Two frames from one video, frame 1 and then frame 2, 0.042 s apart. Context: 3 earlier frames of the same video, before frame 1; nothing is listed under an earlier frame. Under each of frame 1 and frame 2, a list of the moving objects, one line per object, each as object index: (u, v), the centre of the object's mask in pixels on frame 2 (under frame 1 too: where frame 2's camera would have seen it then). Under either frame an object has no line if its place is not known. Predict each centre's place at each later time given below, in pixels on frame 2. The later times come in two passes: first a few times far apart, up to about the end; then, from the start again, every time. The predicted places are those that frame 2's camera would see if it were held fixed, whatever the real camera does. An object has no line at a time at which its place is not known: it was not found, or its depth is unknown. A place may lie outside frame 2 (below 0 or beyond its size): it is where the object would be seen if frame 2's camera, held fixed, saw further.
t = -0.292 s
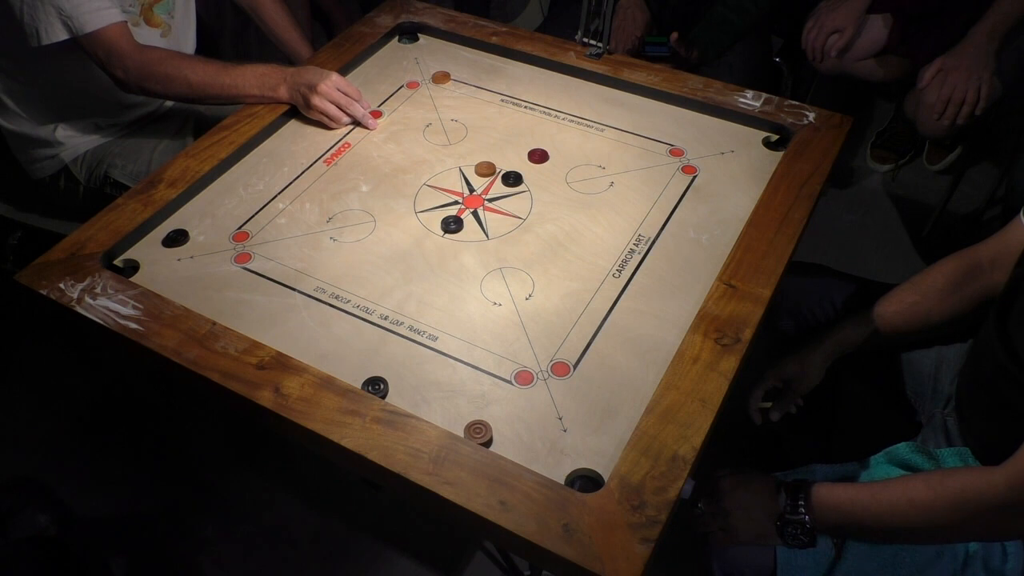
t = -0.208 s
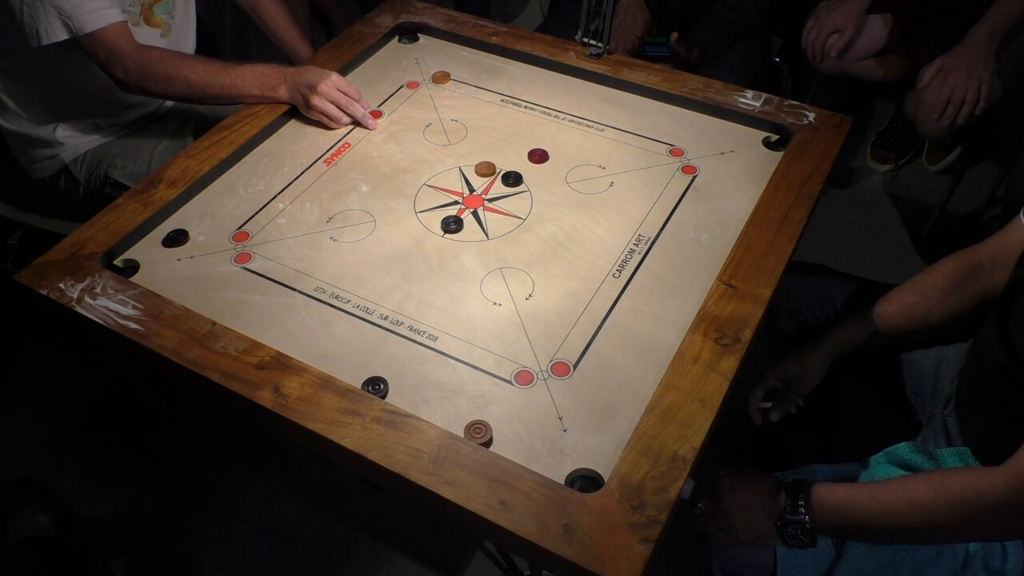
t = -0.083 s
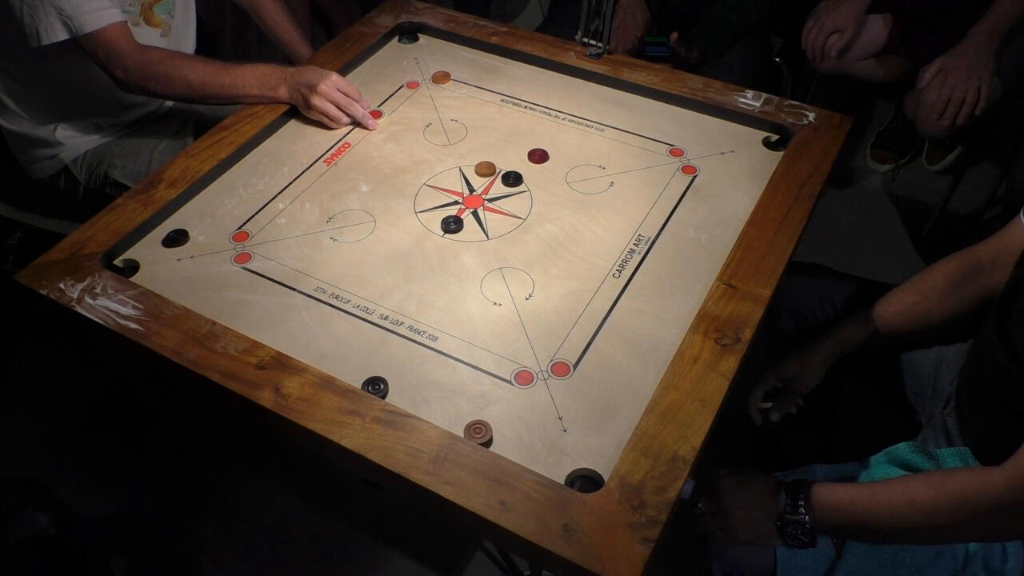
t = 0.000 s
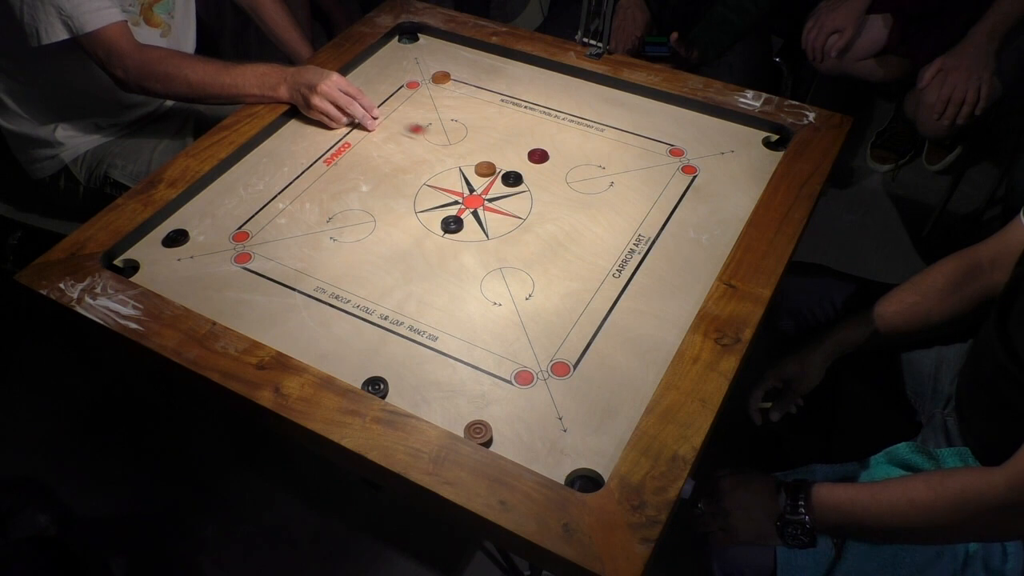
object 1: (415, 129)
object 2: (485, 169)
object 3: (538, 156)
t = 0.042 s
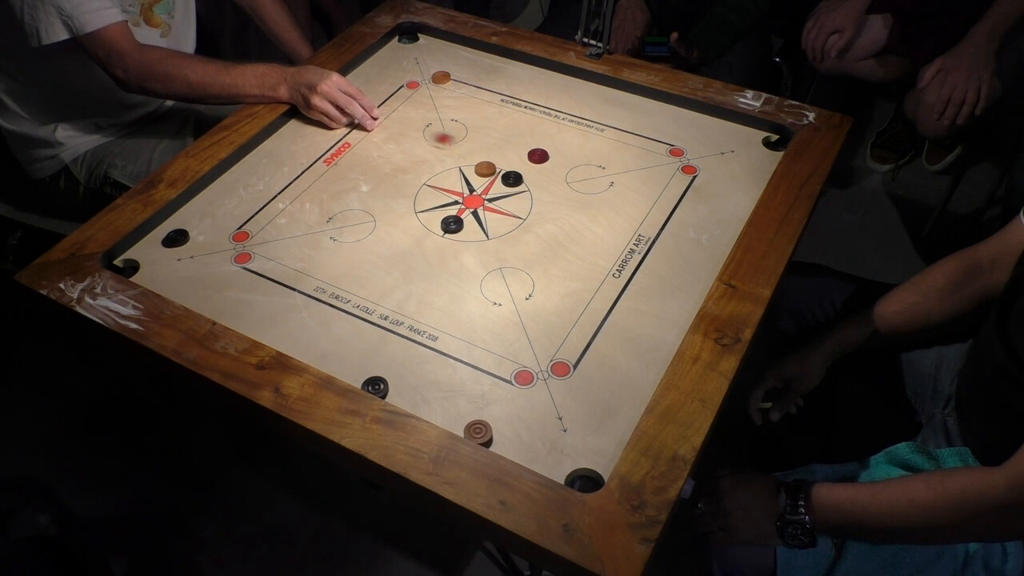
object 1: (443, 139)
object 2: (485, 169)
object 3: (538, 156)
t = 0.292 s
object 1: (563, 177)
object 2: (511, 235)
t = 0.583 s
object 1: (651, 209)
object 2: (545, 328)
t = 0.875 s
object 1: (711, 231)
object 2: (570, 399)
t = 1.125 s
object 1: (718, 233)
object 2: (572, 410)
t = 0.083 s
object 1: (471, 149)
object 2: (485, 169)
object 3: (538, 156)
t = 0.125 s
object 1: (496, 155)
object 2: (488, 176)
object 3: (538, 156)
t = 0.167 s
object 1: (519, 161)
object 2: (494, 191)
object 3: (545, 155)
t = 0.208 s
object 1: (534, 166)
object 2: (499, 206)
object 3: (569, 152)
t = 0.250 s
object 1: (548, 172)
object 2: (505, 220)
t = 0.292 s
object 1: (563, 177)
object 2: (511, 235)
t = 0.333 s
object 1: (576, 182)
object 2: (516, 248)
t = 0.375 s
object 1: (590, 187)
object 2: (521, 263)
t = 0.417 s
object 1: (602, 192)
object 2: (526, 277)
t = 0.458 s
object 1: (616, 197)
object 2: (531, 291)
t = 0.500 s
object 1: (628, 201)
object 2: (536, 304)
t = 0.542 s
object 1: (640, 205)
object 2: (541, 316)
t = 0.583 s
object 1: (651, 209)
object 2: (545, 328)
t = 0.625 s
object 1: (661, 212)
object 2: (549, 340)
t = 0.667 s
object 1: (671, 216)
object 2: (552, 350)
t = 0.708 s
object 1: (679, 219)
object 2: (556, 361)
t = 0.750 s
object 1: (687, 222)
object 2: (560, 371)
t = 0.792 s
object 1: (700, 227)
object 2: (566, 387)
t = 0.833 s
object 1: (706, 229)
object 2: (568, 394)
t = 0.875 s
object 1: (711, 231)
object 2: (570, 399)
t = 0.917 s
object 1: (714, 232)
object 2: (572, 404)
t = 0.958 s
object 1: (716, 232)
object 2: (572, 407)
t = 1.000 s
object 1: (718, 233)
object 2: (572, 409)
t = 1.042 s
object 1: (718, 233)
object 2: (572, 410)
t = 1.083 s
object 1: (718, 233)
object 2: (572, 410)
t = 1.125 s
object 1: (718, 233)
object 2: (572, 410)
